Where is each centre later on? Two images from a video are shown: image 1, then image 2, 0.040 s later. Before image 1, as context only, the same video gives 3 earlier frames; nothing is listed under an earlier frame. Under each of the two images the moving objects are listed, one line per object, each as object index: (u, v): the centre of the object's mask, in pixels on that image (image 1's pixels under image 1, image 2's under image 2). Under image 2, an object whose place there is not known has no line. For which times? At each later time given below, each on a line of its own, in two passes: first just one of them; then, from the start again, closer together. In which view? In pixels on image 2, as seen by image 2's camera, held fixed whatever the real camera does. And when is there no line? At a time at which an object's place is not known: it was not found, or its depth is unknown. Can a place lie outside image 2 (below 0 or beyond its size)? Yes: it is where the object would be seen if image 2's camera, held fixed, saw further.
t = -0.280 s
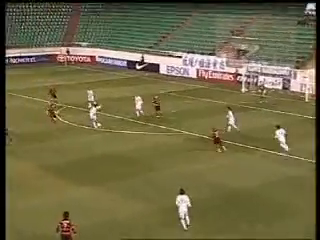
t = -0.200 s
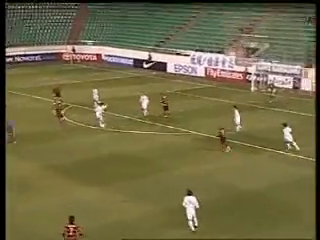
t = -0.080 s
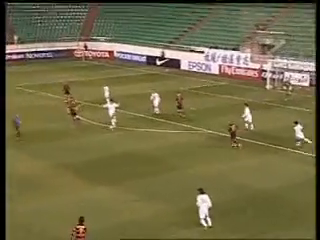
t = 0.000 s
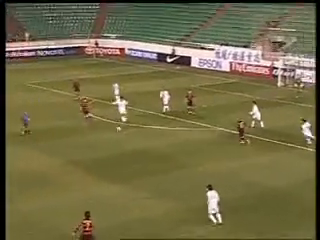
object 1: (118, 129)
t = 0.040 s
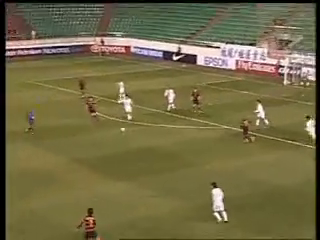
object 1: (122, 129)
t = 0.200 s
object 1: (113, 141)
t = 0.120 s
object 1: (118, 134)
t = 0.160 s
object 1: (116, 138)
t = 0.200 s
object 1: (113, 141)
